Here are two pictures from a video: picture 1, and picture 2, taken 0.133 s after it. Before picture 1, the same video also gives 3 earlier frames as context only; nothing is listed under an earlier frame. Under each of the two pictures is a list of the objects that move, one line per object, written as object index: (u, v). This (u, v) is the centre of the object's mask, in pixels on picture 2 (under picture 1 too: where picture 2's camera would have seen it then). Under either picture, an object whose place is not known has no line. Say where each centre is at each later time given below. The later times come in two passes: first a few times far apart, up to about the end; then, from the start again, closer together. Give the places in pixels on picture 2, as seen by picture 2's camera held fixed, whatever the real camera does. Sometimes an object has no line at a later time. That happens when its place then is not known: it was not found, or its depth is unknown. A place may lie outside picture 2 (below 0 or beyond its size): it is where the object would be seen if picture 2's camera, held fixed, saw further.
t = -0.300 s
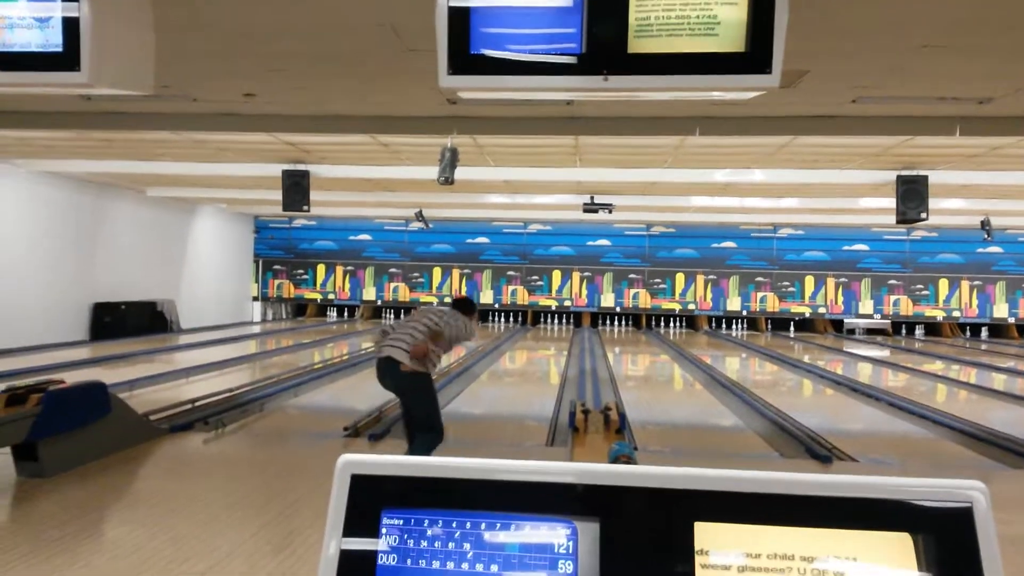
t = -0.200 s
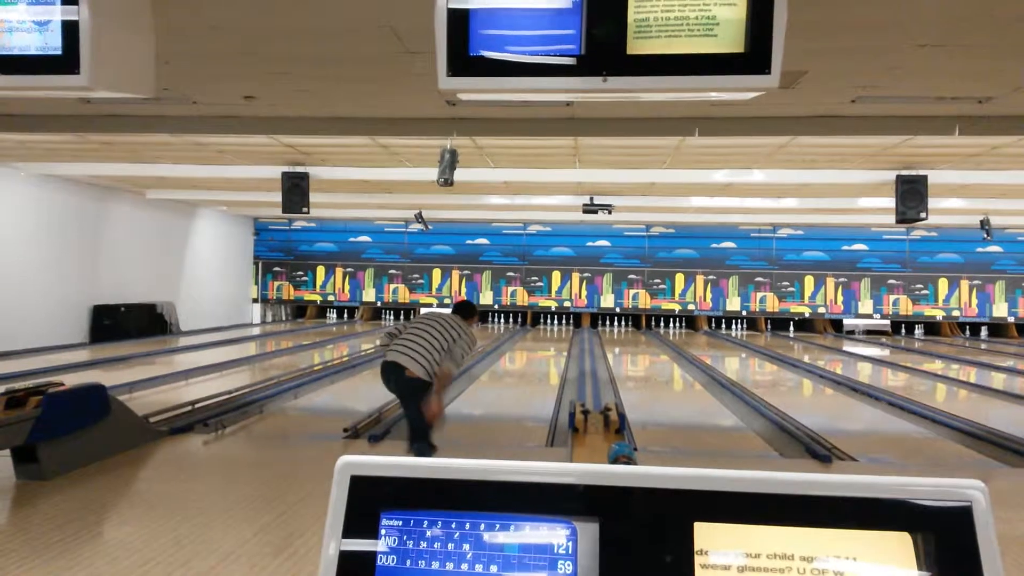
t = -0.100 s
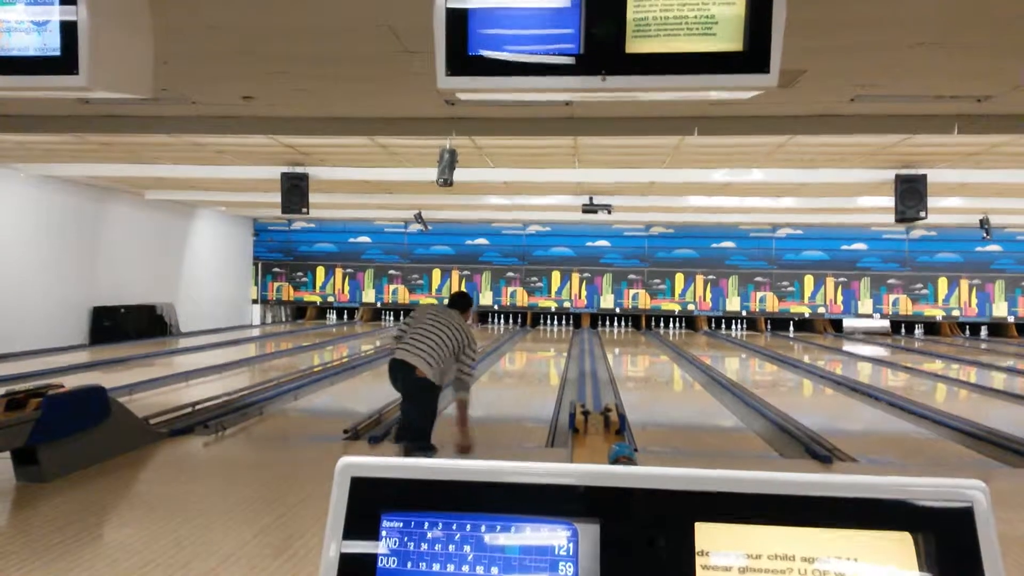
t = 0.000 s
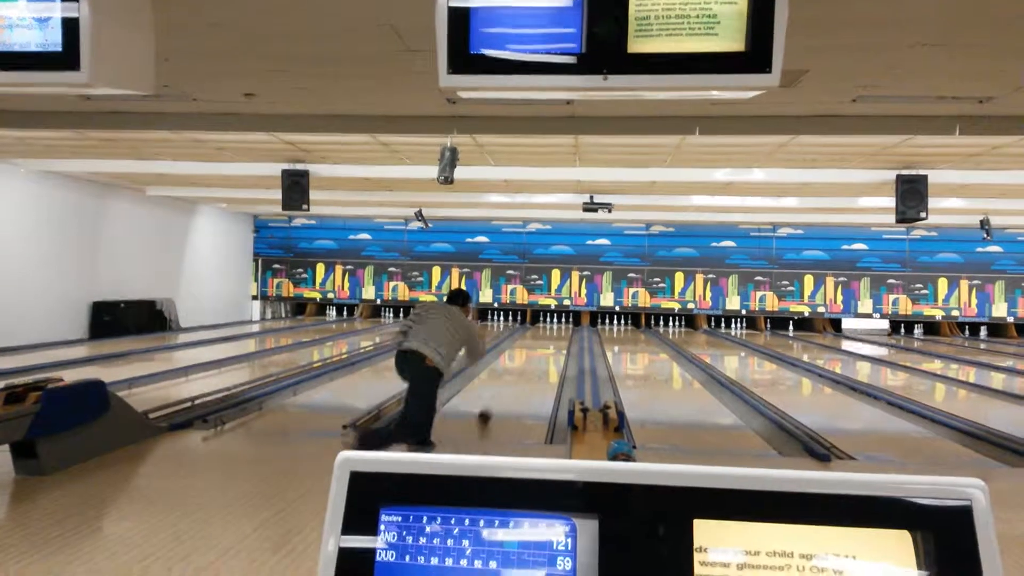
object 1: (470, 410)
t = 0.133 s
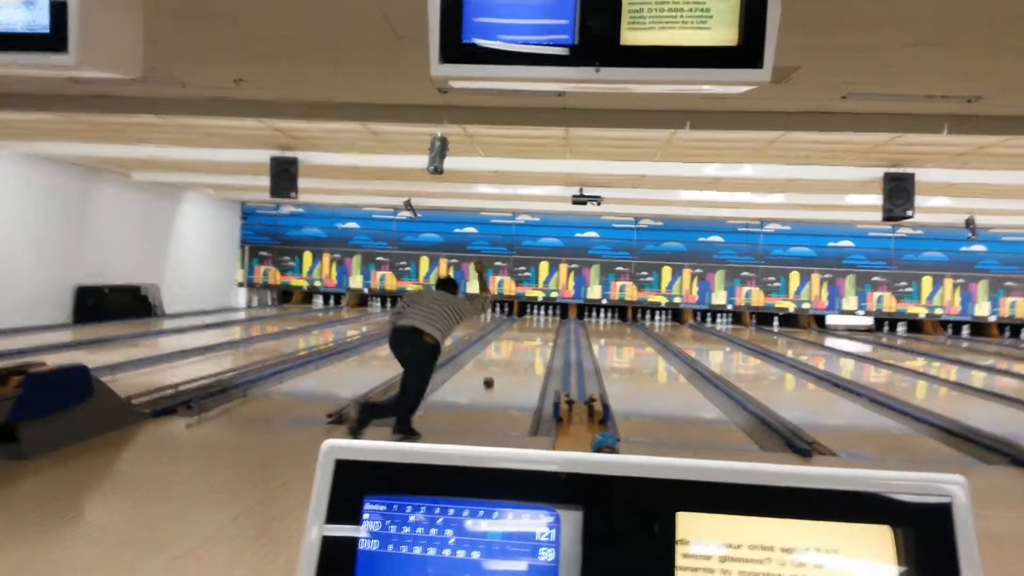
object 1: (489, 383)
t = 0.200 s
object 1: (495, 374)
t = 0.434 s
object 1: (513, 351)
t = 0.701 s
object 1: (525, 337)
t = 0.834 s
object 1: (528, 331)
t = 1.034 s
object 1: (534, 324)
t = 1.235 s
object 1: (535, 323)
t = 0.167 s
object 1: (492, 378)
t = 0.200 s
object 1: (495, 374)
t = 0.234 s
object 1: (499, 370)
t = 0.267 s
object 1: (502, 366)
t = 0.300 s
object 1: (504, 363)
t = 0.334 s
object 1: (507, 359)
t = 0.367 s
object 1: (510, 356)
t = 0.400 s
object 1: (511, 354)
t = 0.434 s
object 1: (513, 351)
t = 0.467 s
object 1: (515, 350)
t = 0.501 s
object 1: (516, 347)
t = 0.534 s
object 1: (518, 345)
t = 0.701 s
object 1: (525, 337)
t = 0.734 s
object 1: (525, 336)
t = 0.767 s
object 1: (527, 333)
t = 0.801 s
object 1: (528, 332)
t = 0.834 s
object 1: (528, 331)
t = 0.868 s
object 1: (530, 330)
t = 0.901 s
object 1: (530, 329)
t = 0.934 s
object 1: (530, 328)
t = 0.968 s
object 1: (531, 327)
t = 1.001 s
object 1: (532, 326)
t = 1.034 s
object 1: (534, 324)
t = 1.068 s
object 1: (534, 324)
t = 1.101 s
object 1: (534, 323)
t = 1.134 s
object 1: (535, 322)
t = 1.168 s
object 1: (535, 321)
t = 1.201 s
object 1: (535, 323)
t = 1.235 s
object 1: (535, 323)
